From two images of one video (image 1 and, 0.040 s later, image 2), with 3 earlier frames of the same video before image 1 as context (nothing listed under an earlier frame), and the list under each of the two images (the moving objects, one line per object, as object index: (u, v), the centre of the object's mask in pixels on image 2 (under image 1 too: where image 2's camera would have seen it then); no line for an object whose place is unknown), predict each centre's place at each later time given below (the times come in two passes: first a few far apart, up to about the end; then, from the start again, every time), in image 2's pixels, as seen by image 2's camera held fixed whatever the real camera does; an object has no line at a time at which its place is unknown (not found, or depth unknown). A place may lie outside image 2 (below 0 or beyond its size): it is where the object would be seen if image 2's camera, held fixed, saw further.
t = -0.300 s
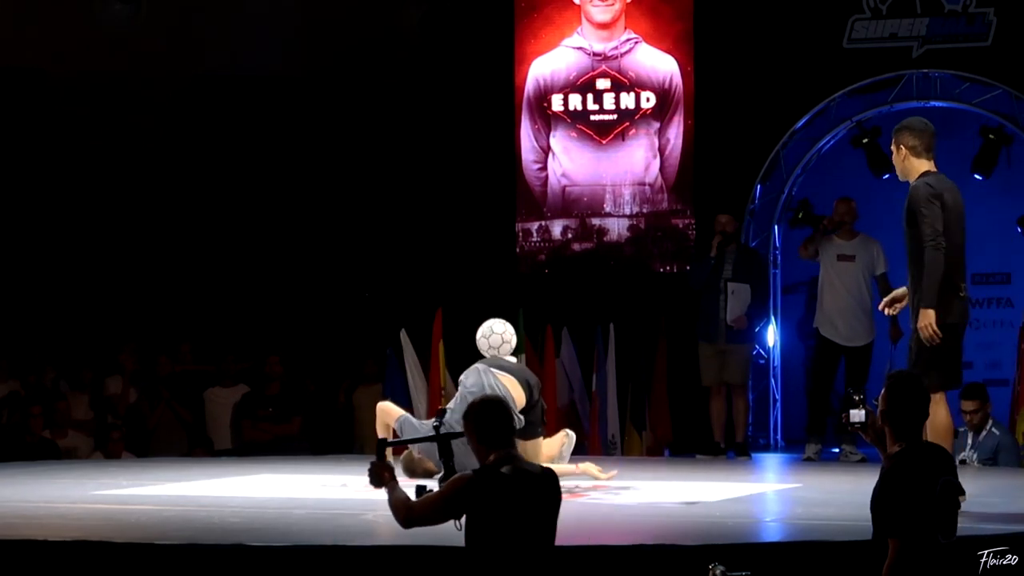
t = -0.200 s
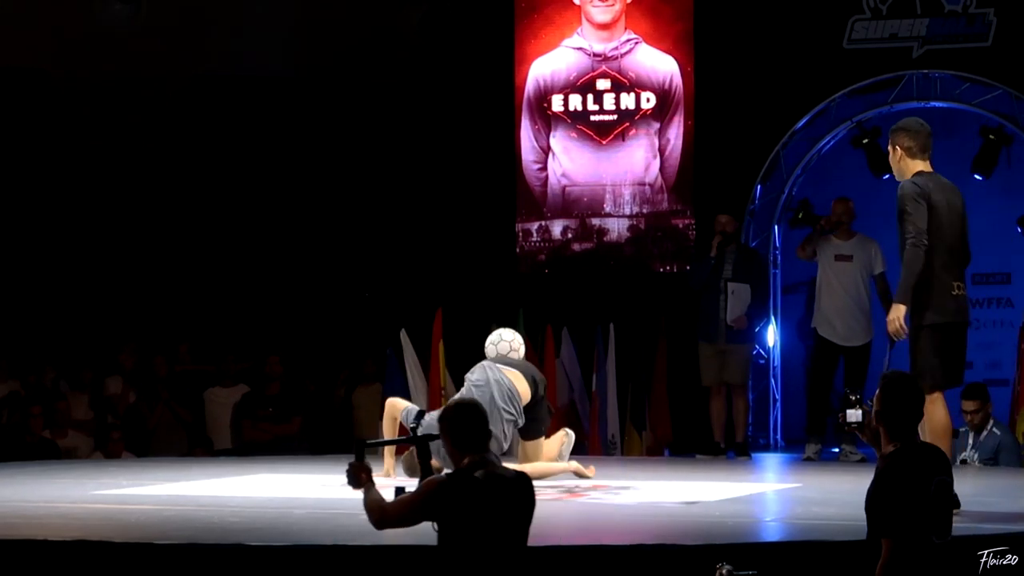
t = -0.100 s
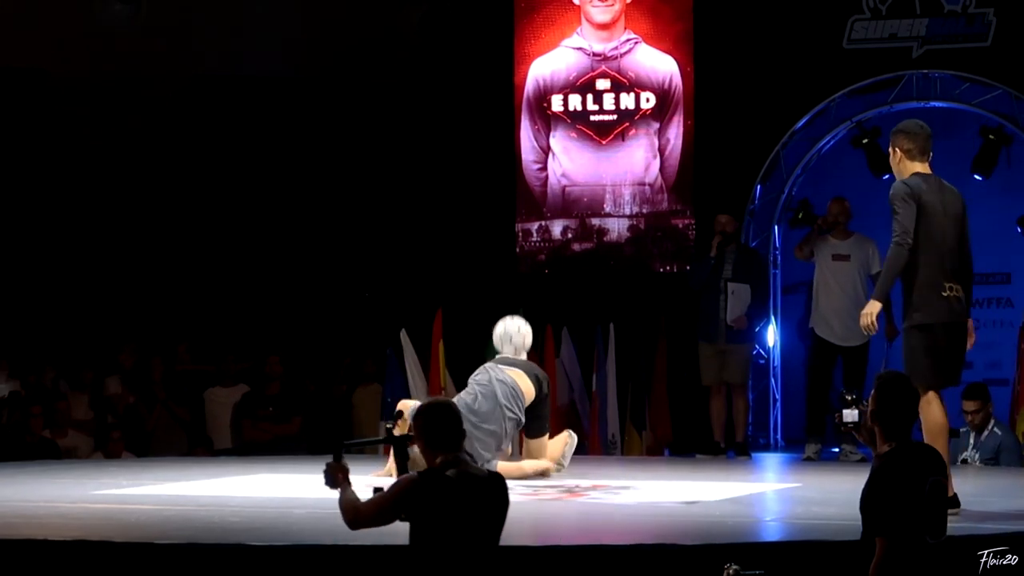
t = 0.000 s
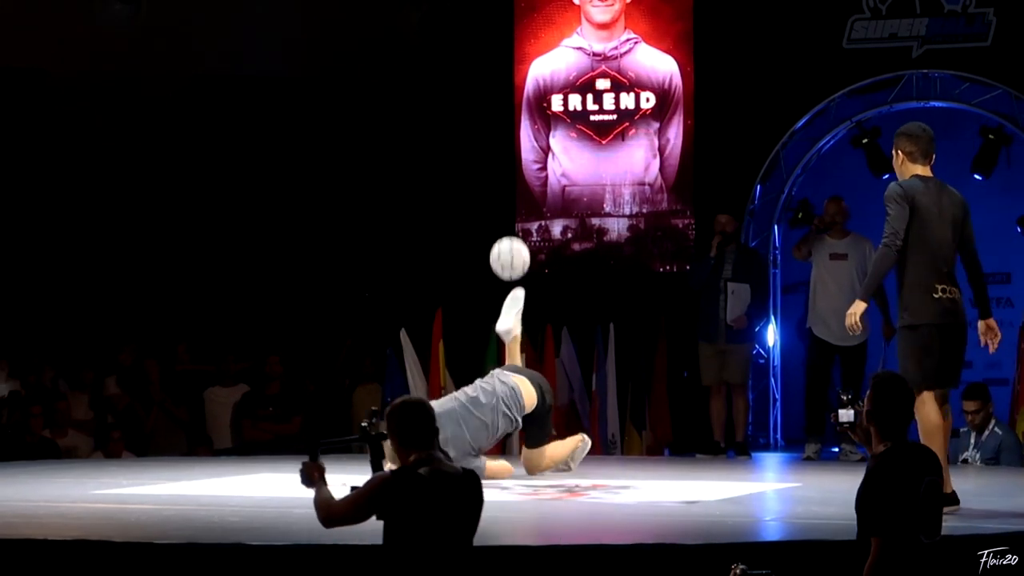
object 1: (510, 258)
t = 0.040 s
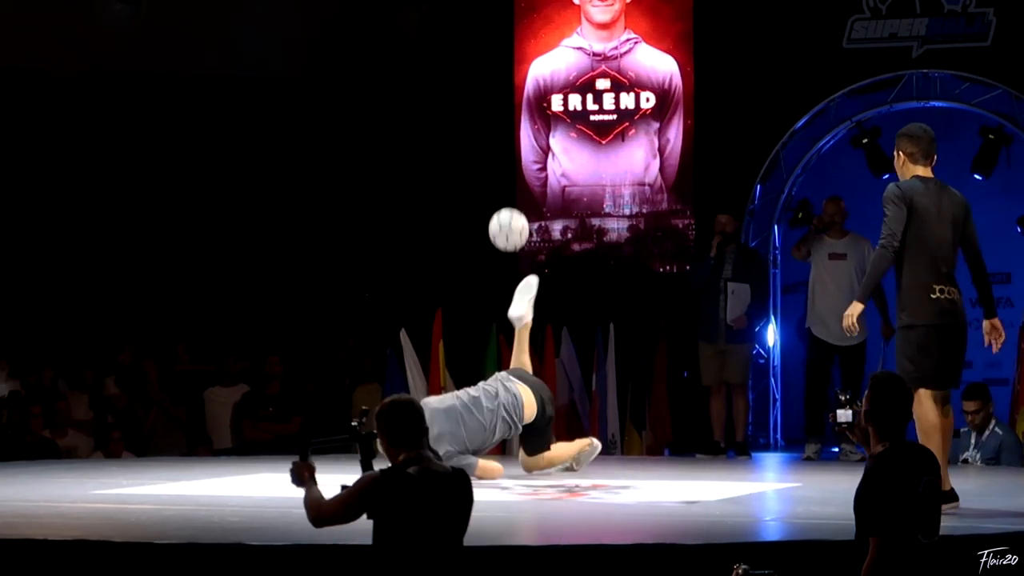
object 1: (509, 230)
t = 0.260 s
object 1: (501, 119)
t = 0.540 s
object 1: (493, 100)
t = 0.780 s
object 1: (485, 201)
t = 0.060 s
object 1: (508, 216)
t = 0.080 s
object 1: (507, 204)
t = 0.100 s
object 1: (507, 192)
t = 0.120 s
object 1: (506, 180)
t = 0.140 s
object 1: (505, 169)
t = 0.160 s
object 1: (504, 159)
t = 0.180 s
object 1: (504, 150)
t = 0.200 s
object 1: (503, 141)
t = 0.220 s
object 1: (502, 133)
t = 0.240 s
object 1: (502, 126)
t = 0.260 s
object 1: (501, 119)
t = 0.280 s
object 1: (501, 113)
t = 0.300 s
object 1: (500, 108)
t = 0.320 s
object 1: (500, 103)
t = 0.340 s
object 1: (499, 99)
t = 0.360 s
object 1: (498, 96)
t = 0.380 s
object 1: (498, 94)
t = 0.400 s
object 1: (497, 92)
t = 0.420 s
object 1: (497, 91)
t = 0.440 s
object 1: (496, 91)
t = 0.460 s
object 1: (495, 91)
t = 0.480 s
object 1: (495, 93)
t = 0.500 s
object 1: (494, 95)
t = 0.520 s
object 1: (494, 97)
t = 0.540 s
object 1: (493, 100)
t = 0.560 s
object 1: (492, 105)
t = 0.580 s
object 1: (491, 109)
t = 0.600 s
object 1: (491, 115)
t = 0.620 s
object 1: (490, 121)
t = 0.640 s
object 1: (490, 129)
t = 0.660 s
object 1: (489, 136)
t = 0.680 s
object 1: (488, 145)
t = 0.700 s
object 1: (488, 155)
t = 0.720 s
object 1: (487, 165)
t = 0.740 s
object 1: (486, 176)
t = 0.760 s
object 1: (486, 188)
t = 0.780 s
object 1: (485, 201)
